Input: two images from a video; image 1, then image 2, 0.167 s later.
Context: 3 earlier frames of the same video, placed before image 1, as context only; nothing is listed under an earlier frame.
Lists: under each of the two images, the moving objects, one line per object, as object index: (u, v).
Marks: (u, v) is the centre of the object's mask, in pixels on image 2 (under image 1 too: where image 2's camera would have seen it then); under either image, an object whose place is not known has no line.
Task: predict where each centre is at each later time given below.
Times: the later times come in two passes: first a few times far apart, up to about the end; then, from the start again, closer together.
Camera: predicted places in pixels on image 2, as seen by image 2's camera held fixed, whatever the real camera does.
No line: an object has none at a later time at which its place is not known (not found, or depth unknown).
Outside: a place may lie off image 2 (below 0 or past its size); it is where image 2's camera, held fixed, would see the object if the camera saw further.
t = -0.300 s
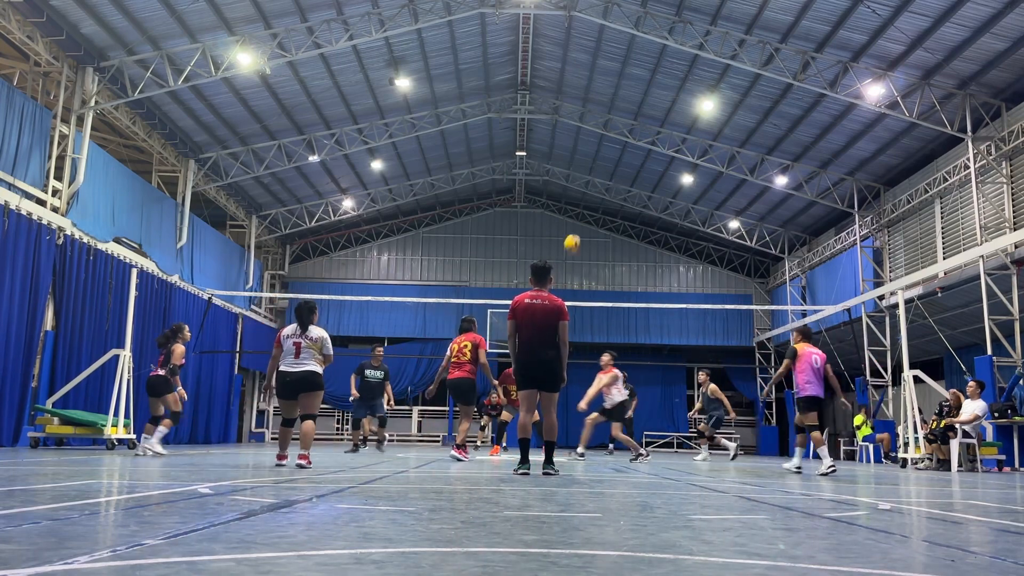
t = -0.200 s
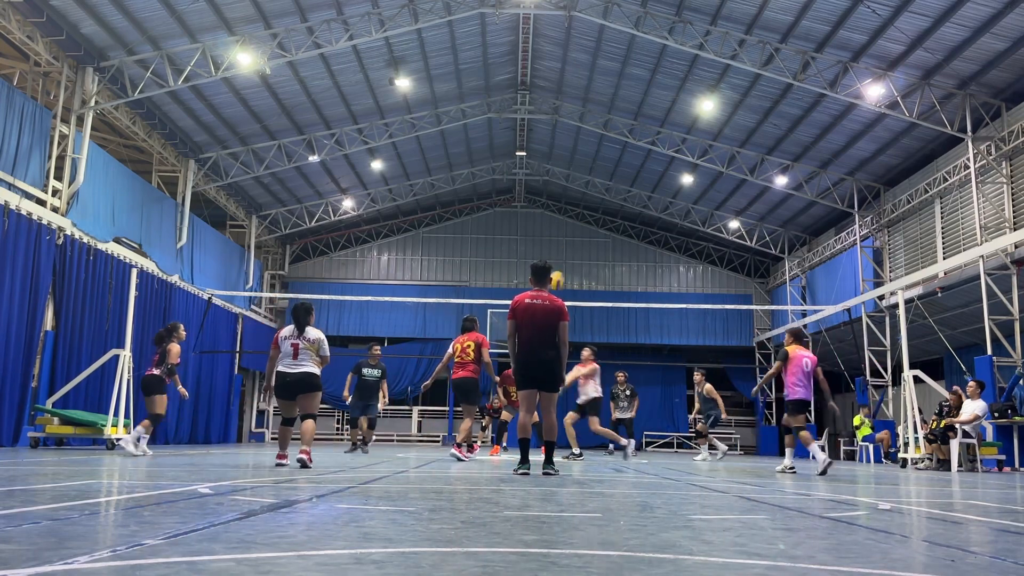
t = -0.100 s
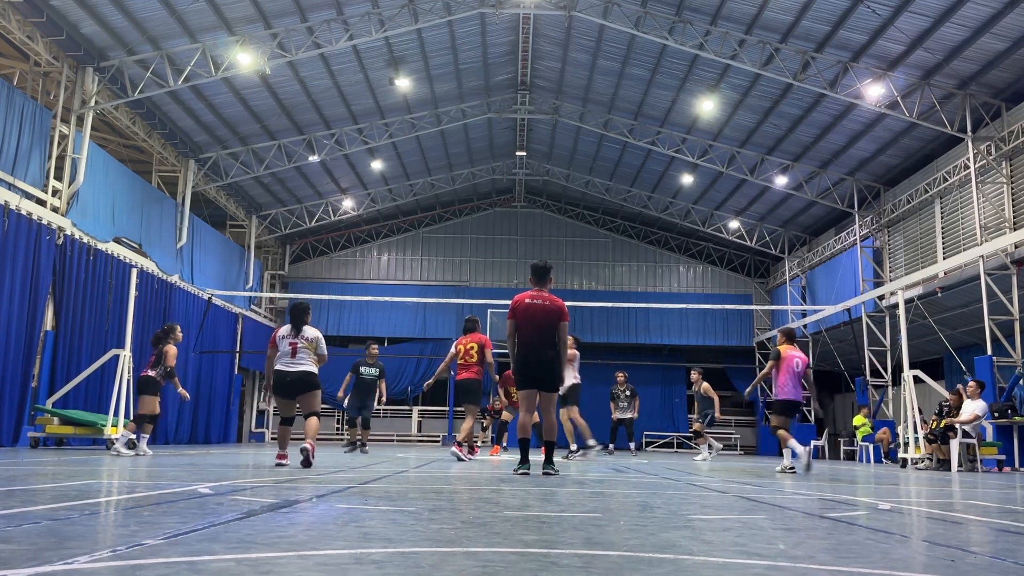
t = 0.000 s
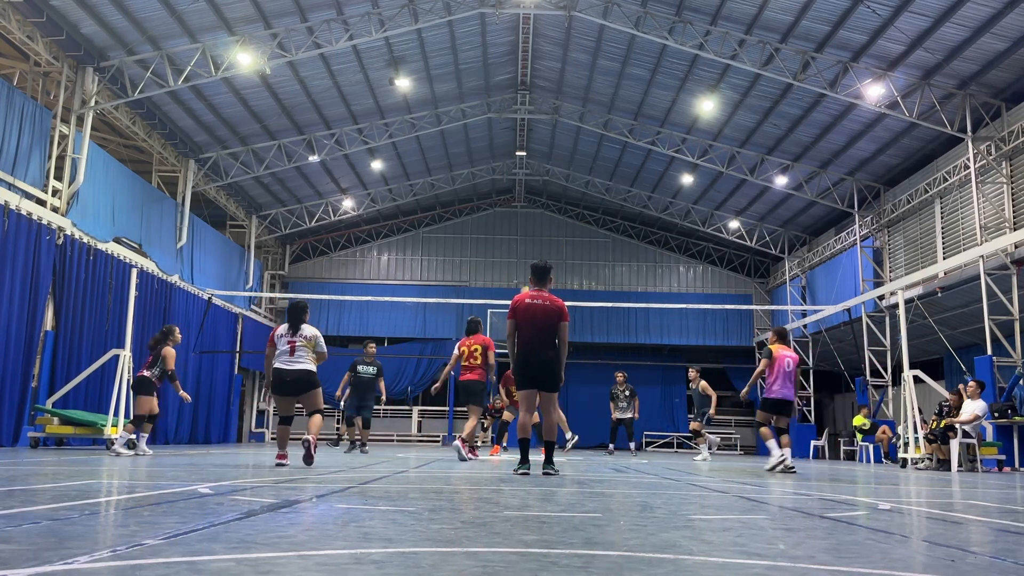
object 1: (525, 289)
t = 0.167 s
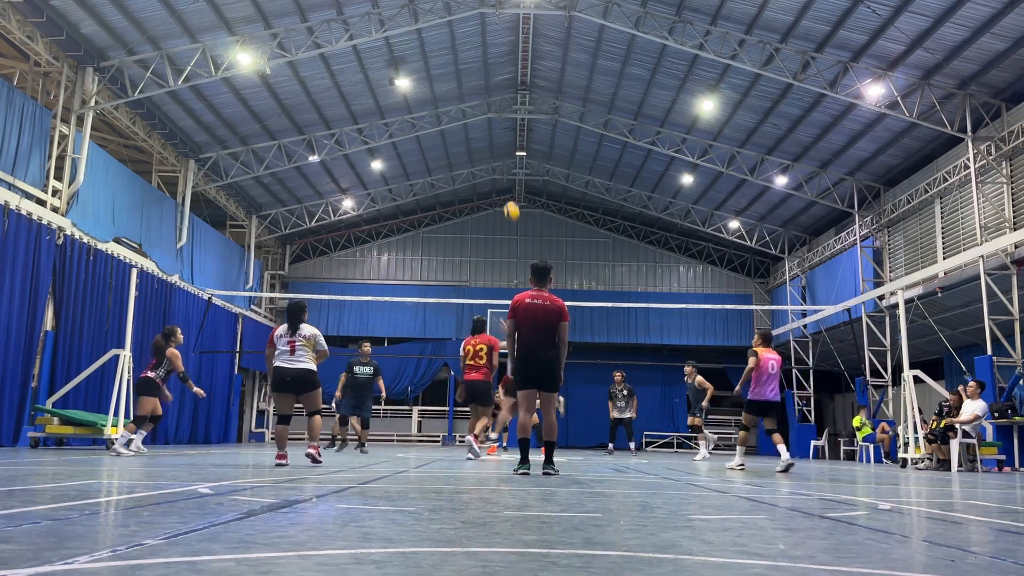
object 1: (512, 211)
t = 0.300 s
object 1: (498, 158)
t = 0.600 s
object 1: (470, 89)
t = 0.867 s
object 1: (445, 78)
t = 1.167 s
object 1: (414, 122)
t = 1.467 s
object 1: (383, 228)
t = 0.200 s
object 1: (508, 197)
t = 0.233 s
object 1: (505, 184)
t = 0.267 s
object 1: (502, 171)
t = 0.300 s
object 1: (498, 158)
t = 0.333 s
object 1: (495, 147)
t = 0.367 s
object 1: (492, 137)
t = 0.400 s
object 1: (489, 128)
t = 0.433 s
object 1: (485, 120)
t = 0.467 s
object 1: (482, 111)
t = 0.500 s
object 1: (479, 105)
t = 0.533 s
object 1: (477, 99)
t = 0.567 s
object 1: (473, 93)
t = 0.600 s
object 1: (470, 89)
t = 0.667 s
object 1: (464, 82)
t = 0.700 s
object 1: (461, 80)
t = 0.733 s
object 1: (458, 78)
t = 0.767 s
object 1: (454, 77)
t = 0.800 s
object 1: (451, 77)
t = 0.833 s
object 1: (448, 77)
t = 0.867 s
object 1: (445, 78)
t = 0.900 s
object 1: (441, 80)
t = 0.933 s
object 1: (438, 84)
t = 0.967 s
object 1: (435, 86)
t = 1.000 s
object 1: (432, 91)
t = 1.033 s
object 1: (428, 96)
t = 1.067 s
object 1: (425, 101)
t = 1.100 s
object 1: (422, 108)
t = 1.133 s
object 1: (419, 114)
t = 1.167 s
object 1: (414, 122)
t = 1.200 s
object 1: (411, 131)
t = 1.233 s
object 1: (408, 140)
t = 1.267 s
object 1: (405, 151)
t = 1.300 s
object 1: (401, 162)
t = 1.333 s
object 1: (398, 174)
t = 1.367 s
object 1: (394, 186)
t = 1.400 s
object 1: (391, 199)
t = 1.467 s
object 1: (383, 228)
